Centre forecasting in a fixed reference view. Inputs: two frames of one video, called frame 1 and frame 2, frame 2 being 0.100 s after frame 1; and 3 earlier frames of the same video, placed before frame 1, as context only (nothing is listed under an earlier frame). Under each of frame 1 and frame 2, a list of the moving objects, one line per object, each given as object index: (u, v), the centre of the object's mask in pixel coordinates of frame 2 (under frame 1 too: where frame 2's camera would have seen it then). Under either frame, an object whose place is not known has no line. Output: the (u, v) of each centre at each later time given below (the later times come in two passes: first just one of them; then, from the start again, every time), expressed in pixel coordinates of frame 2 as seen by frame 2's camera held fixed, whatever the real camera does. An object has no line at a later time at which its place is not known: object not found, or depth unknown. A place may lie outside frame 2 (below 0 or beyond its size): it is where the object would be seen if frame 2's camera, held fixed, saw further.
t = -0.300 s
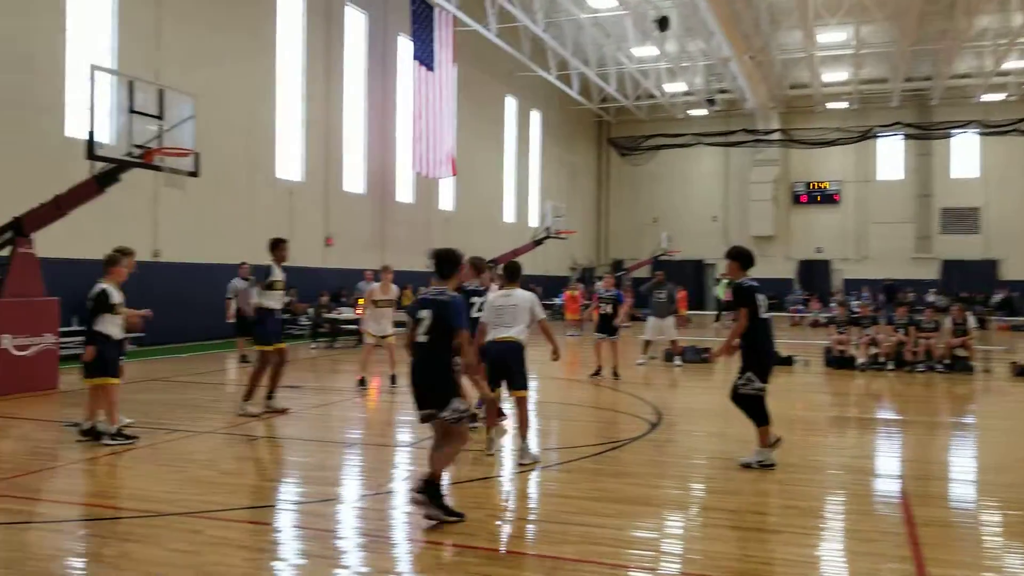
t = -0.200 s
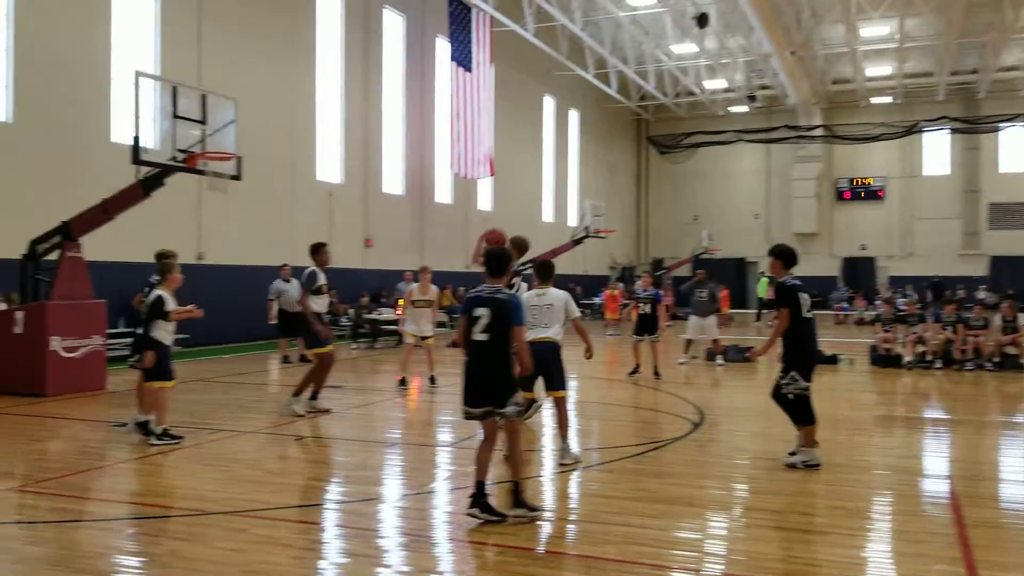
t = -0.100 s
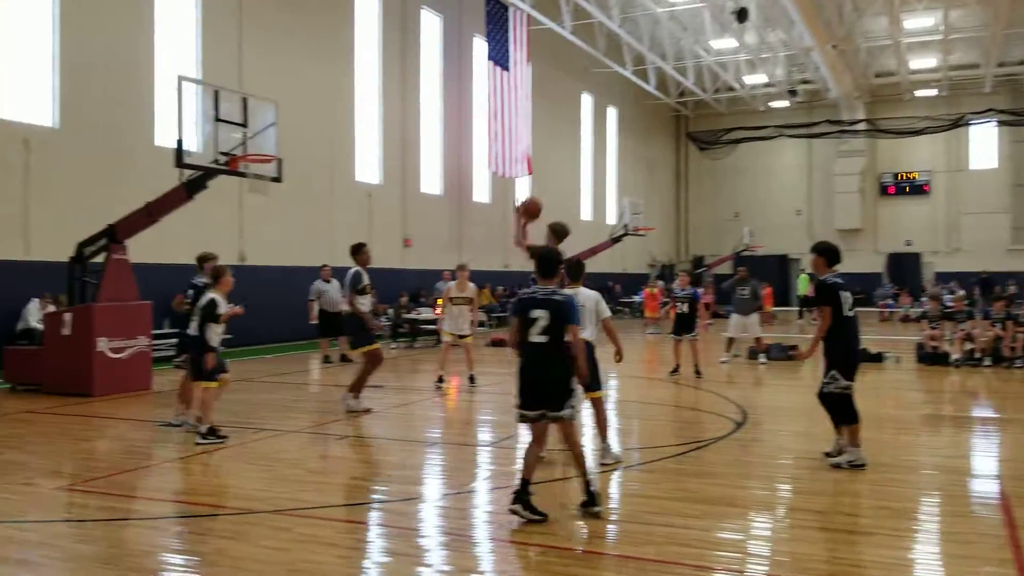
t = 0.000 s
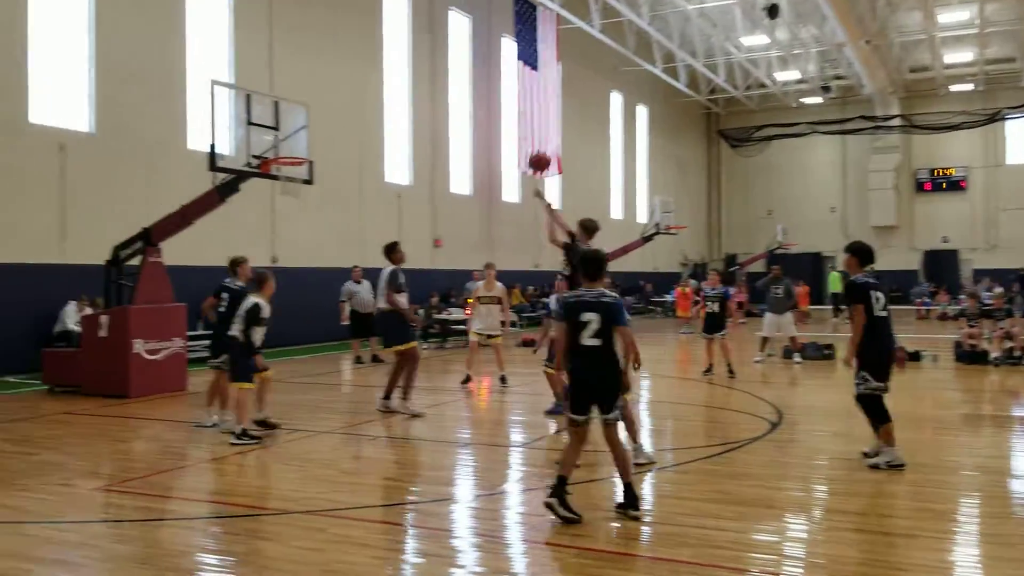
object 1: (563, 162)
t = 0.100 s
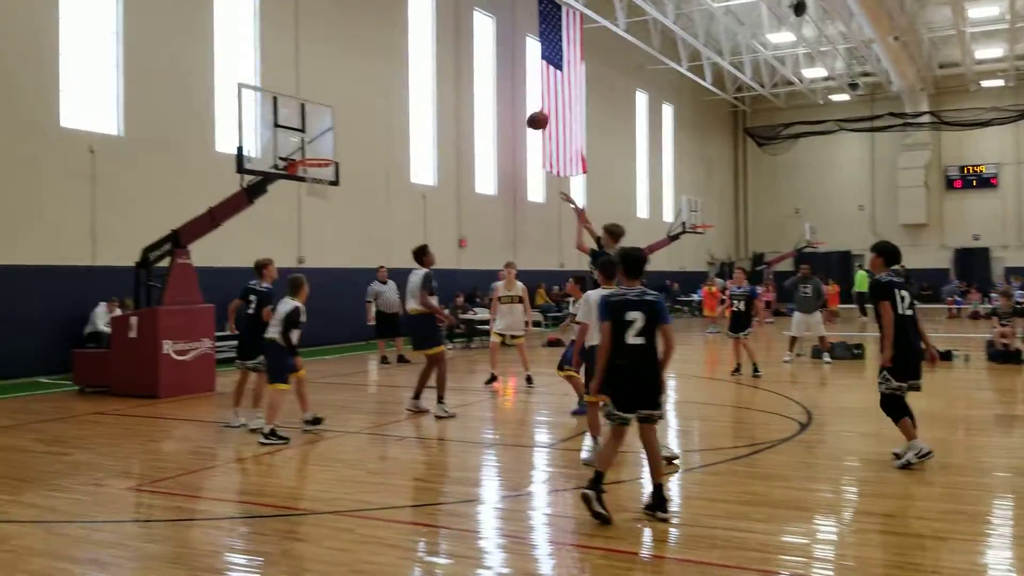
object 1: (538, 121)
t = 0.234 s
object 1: (506, 81)
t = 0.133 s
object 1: (528, 109)
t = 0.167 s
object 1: (521, 99)
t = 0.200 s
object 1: (513, 90)
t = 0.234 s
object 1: (506, 81)
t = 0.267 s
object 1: (498, 74)
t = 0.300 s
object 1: (489, 67)
